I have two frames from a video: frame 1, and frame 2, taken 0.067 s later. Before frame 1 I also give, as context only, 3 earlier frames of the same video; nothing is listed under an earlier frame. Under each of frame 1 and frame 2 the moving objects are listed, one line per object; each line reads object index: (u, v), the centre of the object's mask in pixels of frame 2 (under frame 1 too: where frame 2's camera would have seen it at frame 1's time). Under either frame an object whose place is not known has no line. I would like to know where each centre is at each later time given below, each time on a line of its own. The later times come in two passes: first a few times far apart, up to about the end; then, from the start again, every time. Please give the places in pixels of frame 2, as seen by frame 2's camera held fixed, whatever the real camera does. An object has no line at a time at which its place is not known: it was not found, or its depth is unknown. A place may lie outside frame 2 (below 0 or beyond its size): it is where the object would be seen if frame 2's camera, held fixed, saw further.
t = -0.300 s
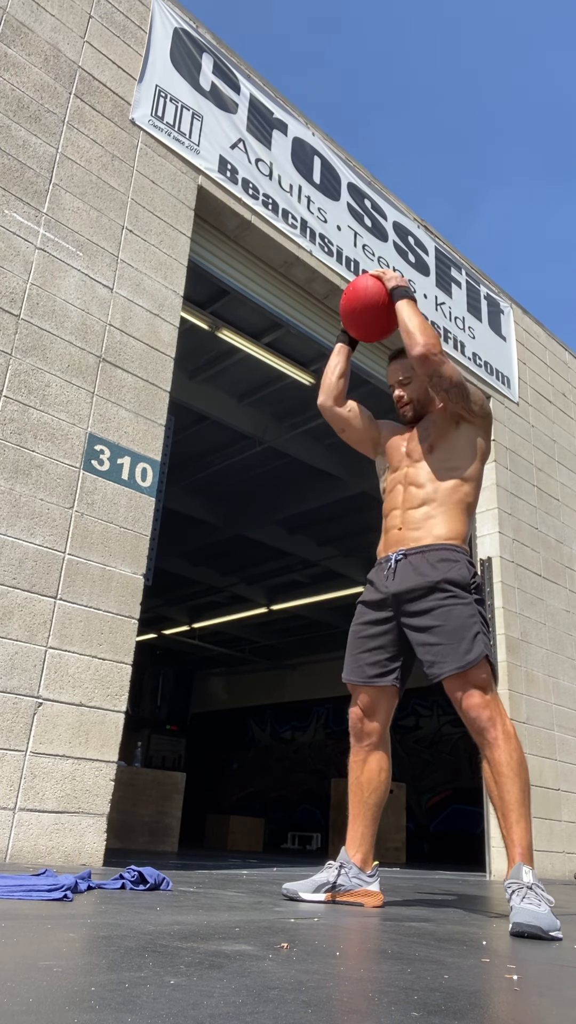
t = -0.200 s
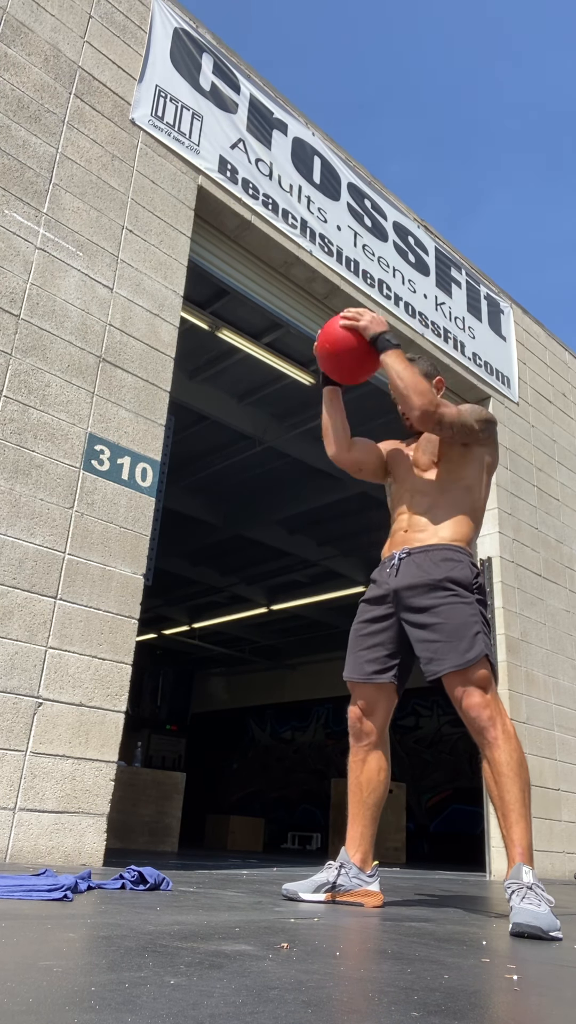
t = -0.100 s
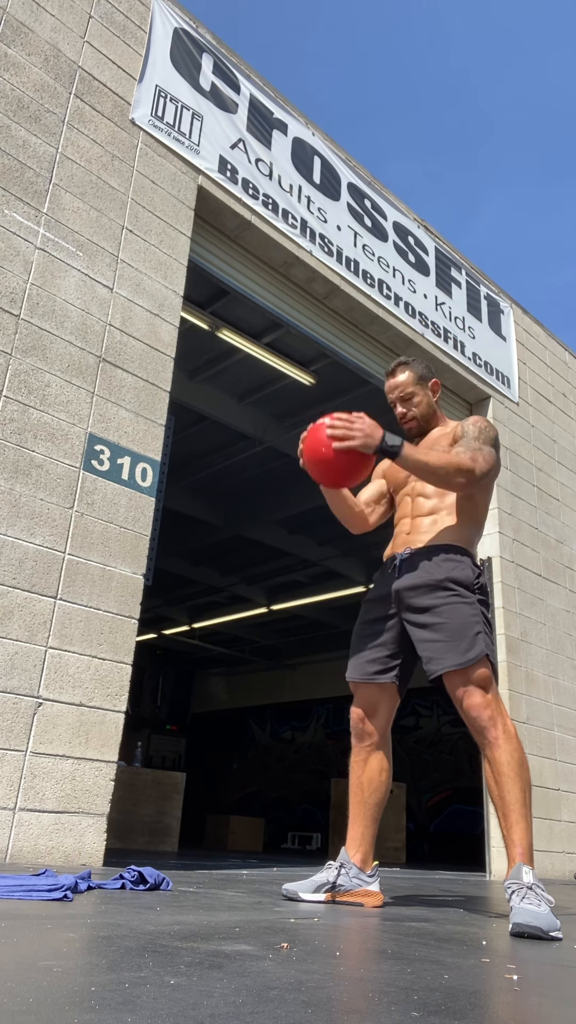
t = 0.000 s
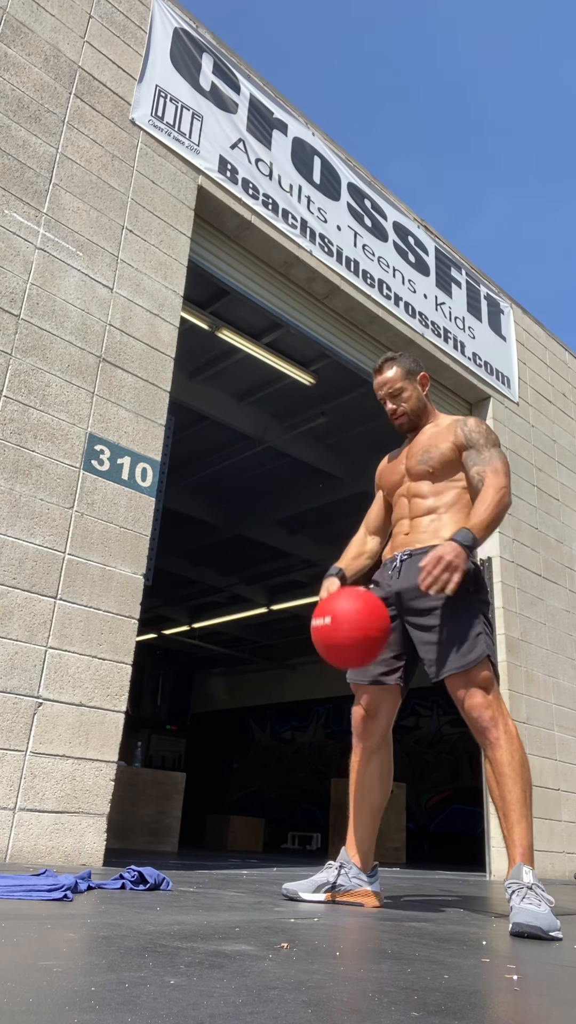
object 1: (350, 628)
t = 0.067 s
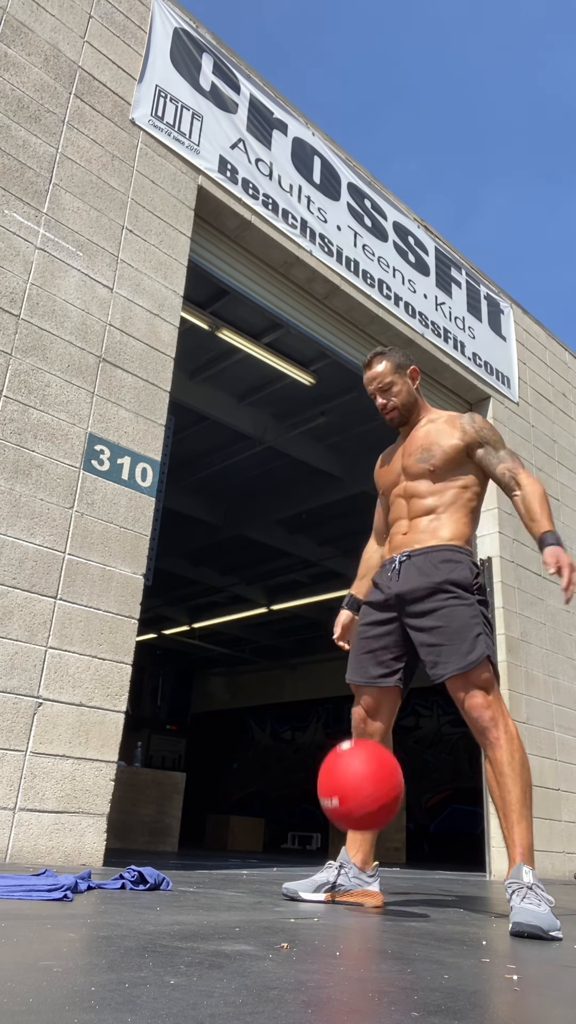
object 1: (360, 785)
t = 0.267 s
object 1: (370, 849)
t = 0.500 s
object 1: (376, 871)
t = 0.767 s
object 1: (376, 873)
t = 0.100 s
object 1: (366, 878)
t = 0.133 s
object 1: (364, 882)
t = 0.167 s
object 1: (365, 869)
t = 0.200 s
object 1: (367, 858)
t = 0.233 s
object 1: (368, 851)
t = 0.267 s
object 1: (370, 849)
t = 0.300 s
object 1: (371, 851)
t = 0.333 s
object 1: (372, 859)
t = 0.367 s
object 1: (374, 870)
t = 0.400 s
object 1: (375, 878)
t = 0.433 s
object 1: (375, 876)
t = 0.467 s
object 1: (375, 872)
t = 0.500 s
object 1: (376, 871)
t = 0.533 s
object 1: (376, 872)
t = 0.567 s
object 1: (377, 873)
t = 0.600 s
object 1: (377, 874)
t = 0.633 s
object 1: (377, 873)
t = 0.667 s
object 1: (377, 873)
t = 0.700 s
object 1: (377, 873)
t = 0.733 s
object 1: (376, 873)
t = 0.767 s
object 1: (376, 873)
